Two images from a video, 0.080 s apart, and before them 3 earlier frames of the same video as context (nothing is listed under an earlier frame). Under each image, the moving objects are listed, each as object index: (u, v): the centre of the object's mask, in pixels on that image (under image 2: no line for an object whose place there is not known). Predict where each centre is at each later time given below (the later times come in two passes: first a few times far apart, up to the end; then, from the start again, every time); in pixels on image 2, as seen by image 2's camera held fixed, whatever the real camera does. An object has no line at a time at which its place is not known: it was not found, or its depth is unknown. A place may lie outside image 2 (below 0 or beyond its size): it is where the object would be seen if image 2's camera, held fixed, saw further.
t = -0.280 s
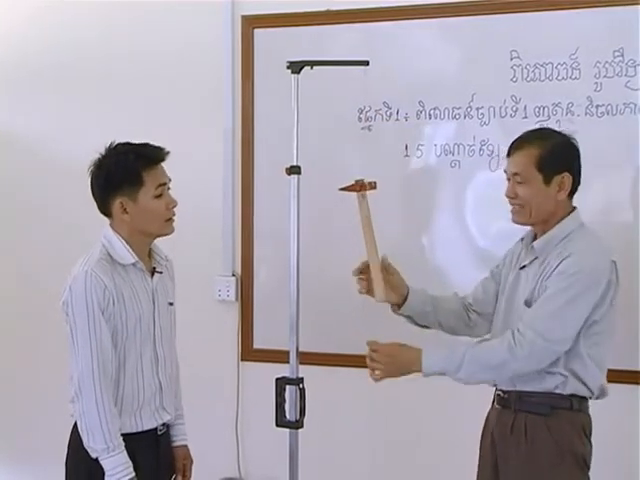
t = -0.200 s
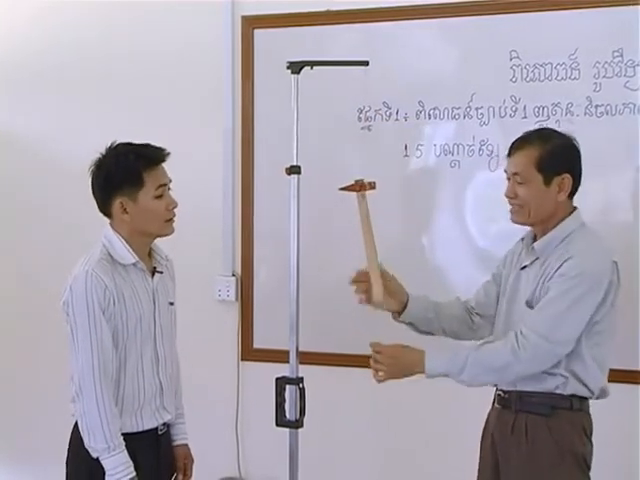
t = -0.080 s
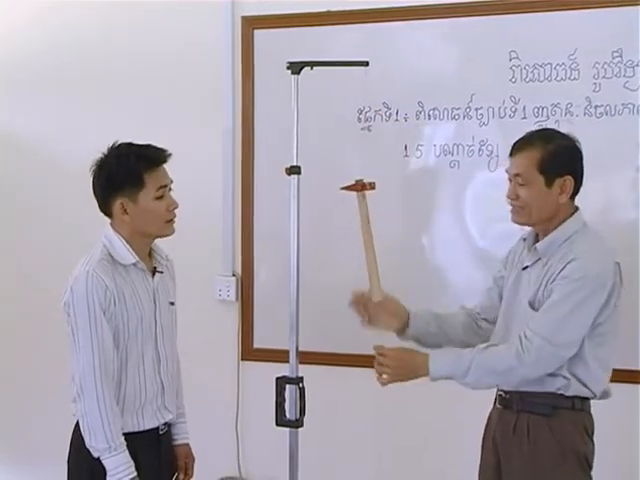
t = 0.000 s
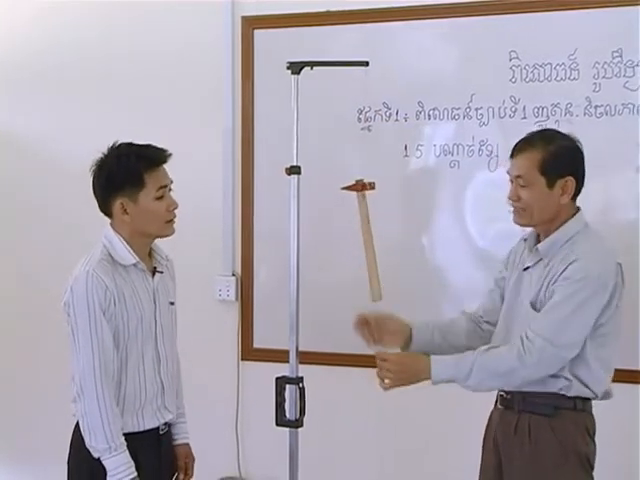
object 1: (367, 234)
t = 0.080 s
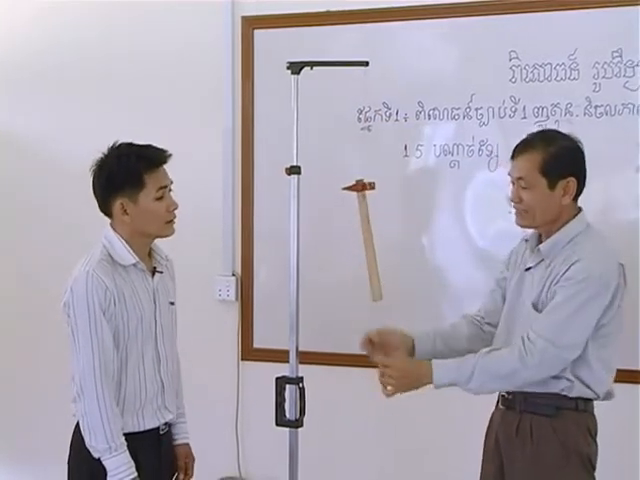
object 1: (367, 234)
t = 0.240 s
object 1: (368, 233)
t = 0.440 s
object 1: (369, 235)
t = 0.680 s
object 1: (368, 236)
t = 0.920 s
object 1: (367, 238)
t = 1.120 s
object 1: (364, 239)
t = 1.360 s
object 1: (364, 236)
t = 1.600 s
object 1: (364, 234)
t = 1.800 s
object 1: (364, 232)
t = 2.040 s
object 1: (362, 232)
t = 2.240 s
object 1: (359, 231)
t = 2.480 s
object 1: (358, 231)
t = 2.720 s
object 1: (358, 233)
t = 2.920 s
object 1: (359, 234)
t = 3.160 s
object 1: (357, 234)
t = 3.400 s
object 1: (355, 234)
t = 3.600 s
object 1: (354, 233)
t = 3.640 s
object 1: (353, 233)
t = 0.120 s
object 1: (367, 234)
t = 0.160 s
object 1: (368, 234)
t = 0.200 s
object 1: (368, 234)
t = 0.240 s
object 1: (368, 233)
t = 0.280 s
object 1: (369, 234)
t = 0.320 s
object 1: (369, 235)
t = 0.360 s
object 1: (369, 235)
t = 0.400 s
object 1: (369, 235)
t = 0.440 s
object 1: (369, 235)
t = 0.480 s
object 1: (369, 235)
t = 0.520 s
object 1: (369, 235)
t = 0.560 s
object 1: (369, 235)
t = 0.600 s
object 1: (369, 236)
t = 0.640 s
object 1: (368, 236)
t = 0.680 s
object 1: (368, 236)
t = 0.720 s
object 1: (368, 236)
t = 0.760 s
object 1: (368, 236)
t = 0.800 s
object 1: (368, 237)
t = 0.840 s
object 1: (367, 238)
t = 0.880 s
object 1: (367, 238)
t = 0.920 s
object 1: (367, 238)
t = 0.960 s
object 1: (366, 239)
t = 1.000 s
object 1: (365, 239)
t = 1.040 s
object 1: (365, 239)
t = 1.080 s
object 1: (364, 239)
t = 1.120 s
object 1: (364, 239)
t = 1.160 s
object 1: (363, 239)
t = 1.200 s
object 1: (363, 238)
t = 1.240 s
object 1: (363, 238)
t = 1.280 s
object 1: (364, 238)
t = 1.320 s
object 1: (364, 237)
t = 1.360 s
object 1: (364, 236)
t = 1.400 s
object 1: (364, 235)
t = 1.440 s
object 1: (364, 235)
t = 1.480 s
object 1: (364, 234)
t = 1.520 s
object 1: (364, 234)
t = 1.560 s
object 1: (364, 234)
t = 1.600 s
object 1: (364, 234)
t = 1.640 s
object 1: (364, 234)
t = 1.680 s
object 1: (364, 233)
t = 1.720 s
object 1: (364, 233)
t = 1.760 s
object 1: (364, 233)
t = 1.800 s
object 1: (364, 232)
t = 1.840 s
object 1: (364, 232)
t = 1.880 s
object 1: (364, 231)
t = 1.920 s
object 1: (364, 231)
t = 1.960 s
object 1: (363, 231)
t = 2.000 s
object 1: (362, 232)
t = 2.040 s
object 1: (362, 232)
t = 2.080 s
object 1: (361, 232)
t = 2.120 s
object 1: (361, 231)
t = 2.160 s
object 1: (360, 231)
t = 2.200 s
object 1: (360, 231)
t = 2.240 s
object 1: (359, 231)
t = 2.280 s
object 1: (359, 231)
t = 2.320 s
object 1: (359, 231)
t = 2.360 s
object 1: (359, 231)
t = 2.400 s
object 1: (358, 231)
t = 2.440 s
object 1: (359, 231)
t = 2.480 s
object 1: (358, 231)
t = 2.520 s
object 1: (358, 231)
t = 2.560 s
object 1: (359, 232)
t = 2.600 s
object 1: (359, 233)
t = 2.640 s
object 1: (359, 232)
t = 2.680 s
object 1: (358, 232)
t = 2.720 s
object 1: (358, 233)
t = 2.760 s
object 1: (358, 233)
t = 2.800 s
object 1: (358, 233)
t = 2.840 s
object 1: (359, 233)
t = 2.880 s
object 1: (359, 233)
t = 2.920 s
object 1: (359, 234)
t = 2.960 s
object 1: (358, 235)
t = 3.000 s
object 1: (358, 234)
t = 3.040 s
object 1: (358, 234)
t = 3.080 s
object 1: (358, 235)
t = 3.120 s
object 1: (358, 234)
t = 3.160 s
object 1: (357, 234)
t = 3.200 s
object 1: (357, 234)
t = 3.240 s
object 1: (357, 234)
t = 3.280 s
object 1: (356, 235)
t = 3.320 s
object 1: (356, 234)
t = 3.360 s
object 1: (355, 234)
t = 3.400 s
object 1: (355, 234)
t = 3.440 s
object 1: (354, 233)
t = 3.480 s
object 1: (354, 233)
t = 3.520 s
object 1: (353, 234)
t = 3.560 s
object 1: (354, 233)
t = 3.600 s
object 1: (354, 233)
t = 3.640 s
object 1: (353, 233)
